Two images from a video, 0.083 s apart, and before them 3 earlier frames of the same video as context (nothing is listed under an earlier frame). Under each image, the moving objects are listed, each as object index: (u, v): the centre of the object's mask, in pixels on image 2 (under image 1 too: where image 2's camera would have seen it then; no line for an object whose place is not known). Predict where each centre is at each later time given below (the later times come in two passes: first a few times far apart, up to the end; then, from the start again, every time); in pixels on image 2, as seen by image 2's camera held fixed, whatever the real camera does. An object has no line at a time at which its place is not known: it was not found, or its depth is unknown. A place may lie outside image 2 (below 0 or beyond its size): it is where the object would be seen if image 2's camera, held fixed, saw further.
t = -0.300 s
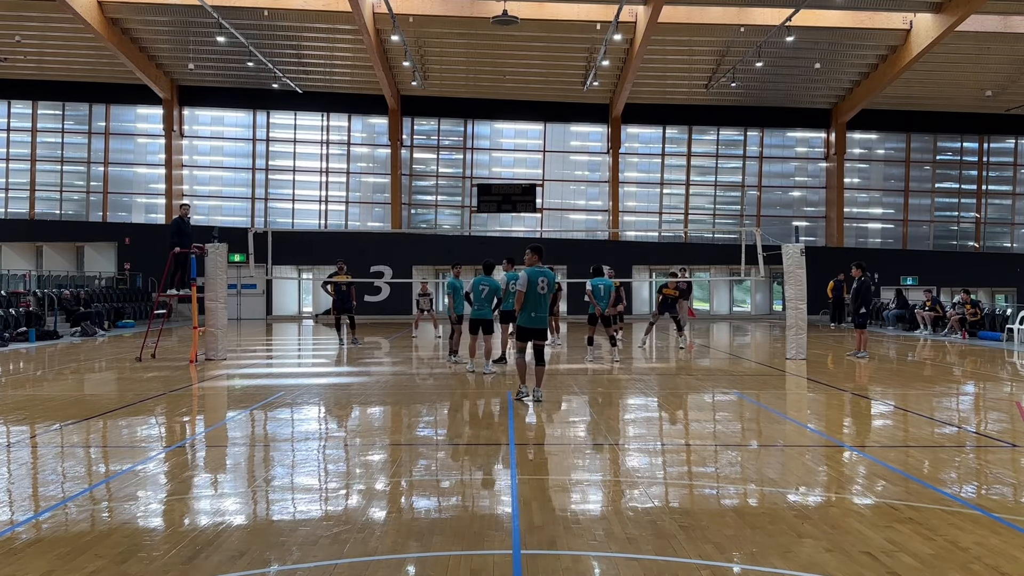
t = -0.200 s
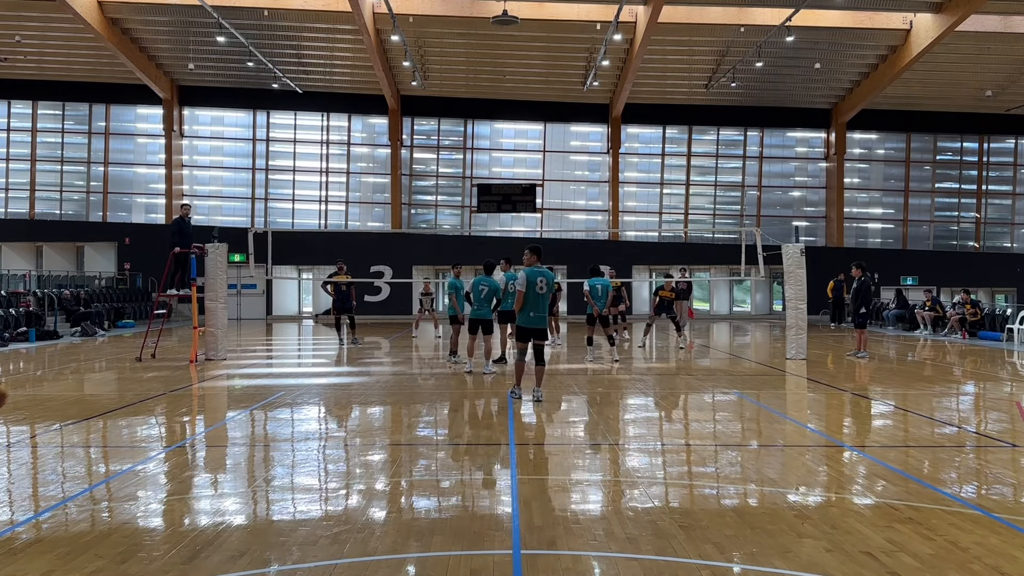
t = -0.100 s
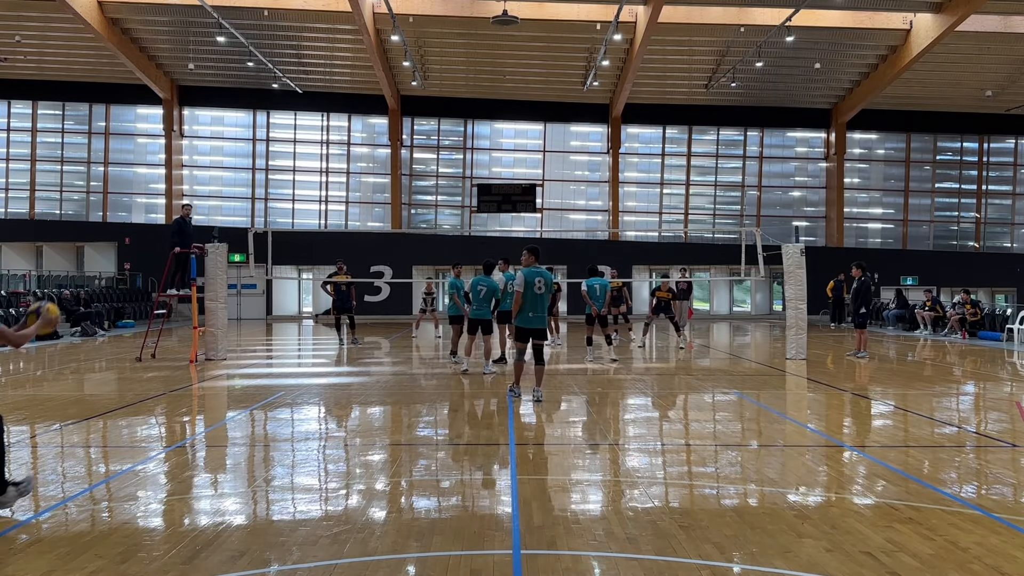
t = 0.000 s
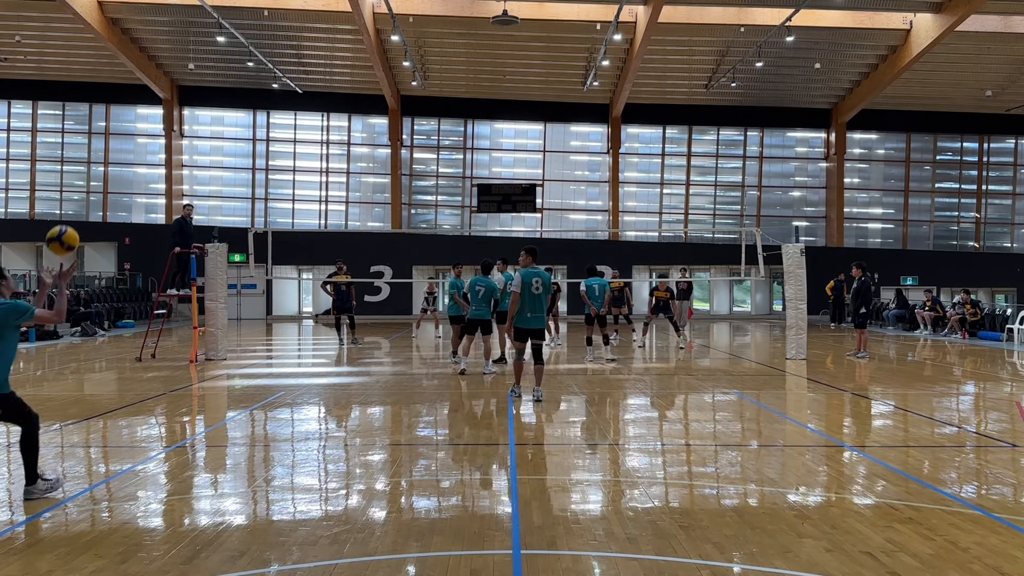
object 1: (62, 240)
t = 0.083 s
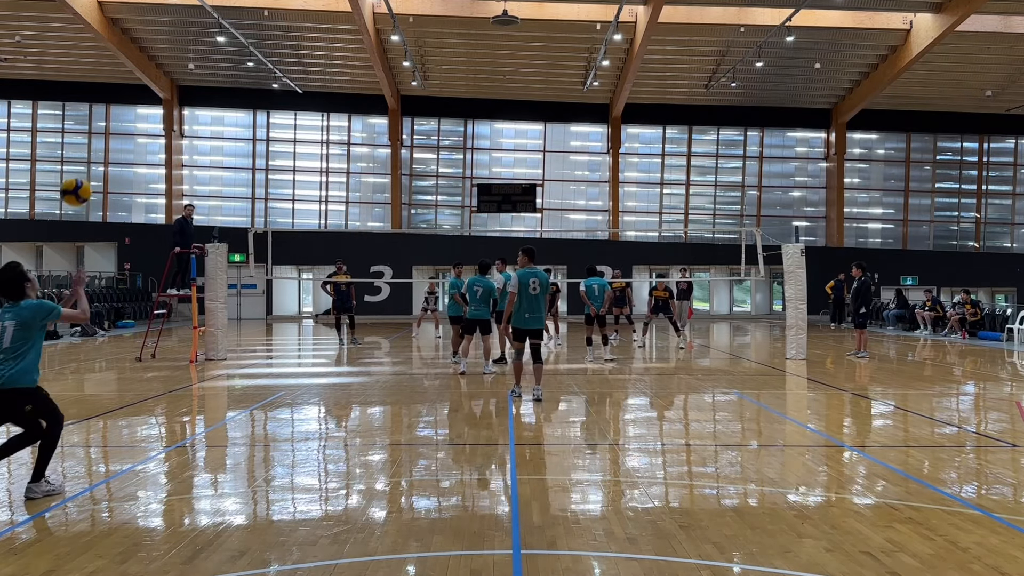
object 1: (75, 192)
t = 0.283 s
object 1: (103, 124)
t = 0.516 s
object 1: (129, 114)
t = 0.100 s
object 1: (78, 183)
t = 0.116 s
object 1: (80, 176)
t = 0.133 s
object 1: (83, 169)
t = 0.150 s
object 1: (85, 162)
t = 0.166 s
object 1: (87, 155)
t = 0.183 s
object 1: (90, 150)
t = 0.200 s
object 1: (92, 144)
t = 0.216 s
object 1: (94, 139)
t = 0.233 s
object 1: (96, 134)
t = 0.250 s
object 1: (99, 130)
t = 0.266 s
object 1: (101, 127)
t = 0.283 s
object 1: (103, 124)
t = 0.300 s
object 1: (105, 120)
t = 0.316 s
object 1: (107, 118)
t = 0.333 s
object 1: (109, 115)
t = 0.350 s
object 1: (111, 113)
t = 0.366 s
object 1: (113, 112)
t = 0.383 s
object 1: (115, 111)
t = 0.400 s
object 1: (117, 110)
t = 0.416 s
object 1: (119, 110)
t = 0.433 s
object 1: (120, 110)
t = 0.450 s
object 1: (122, 110)
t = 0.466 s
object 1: (124, 110)
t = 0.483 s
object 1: (126, 111)
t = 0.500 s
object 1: (128, 112)
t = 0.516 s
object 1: (129, 114)
